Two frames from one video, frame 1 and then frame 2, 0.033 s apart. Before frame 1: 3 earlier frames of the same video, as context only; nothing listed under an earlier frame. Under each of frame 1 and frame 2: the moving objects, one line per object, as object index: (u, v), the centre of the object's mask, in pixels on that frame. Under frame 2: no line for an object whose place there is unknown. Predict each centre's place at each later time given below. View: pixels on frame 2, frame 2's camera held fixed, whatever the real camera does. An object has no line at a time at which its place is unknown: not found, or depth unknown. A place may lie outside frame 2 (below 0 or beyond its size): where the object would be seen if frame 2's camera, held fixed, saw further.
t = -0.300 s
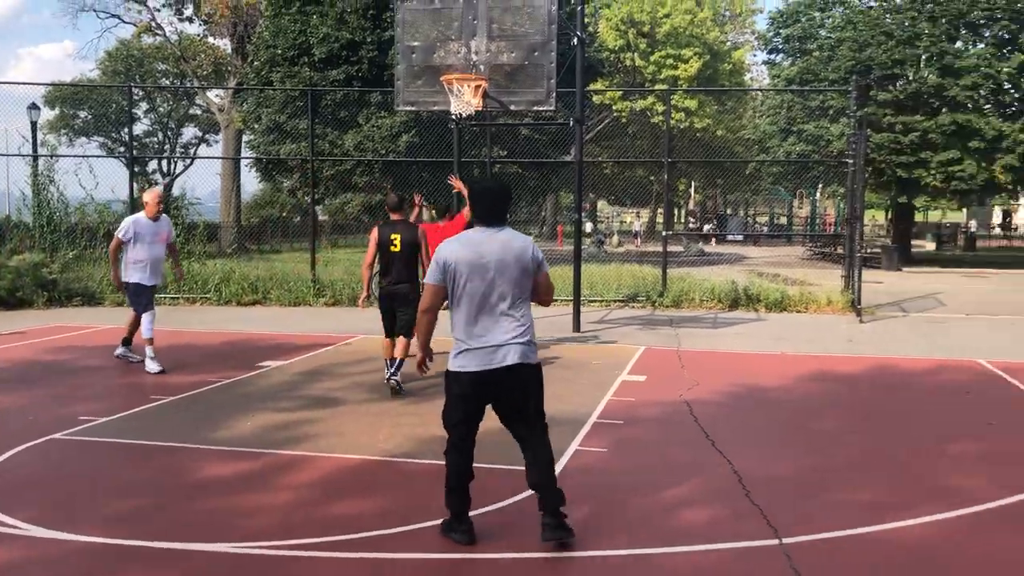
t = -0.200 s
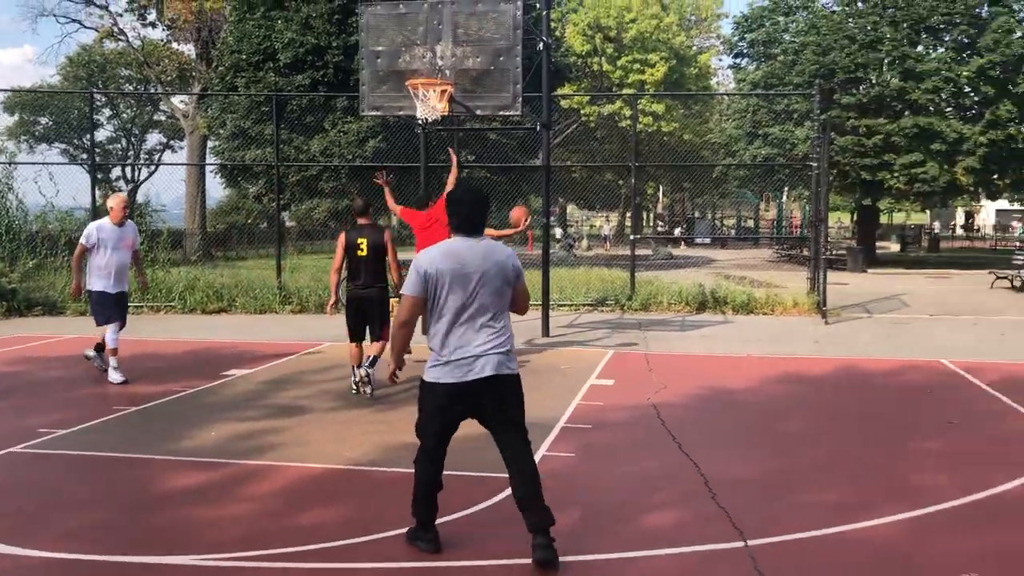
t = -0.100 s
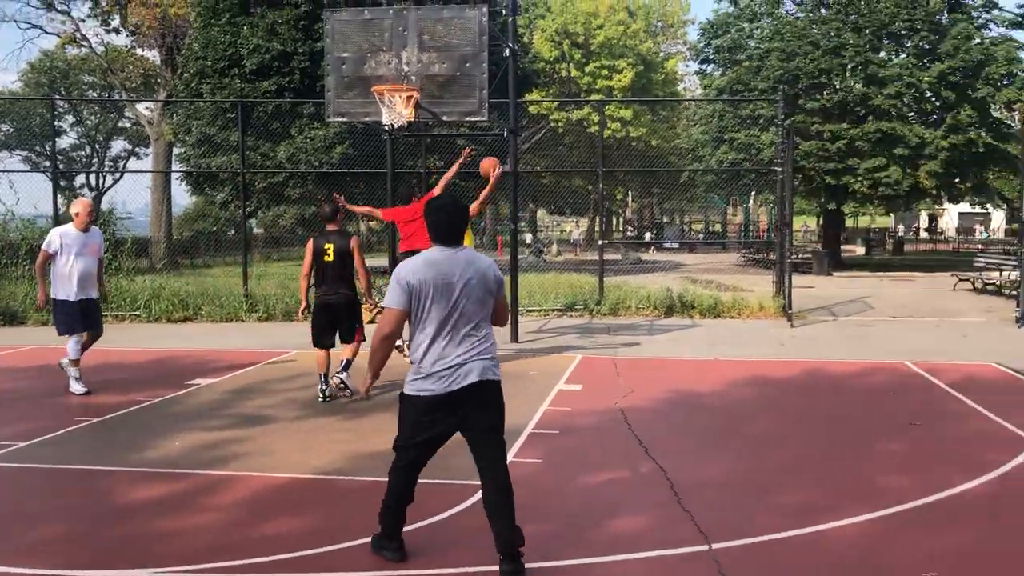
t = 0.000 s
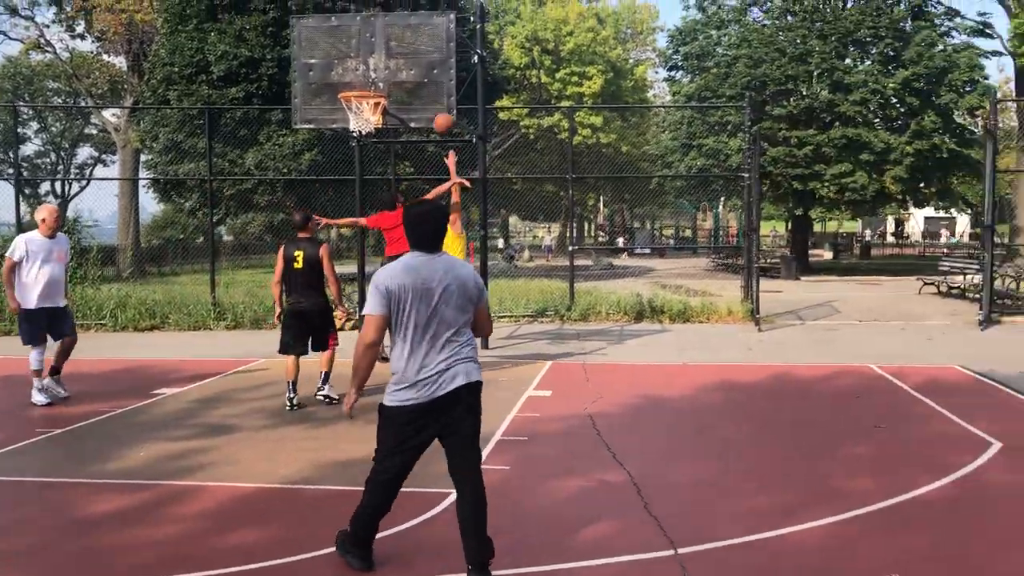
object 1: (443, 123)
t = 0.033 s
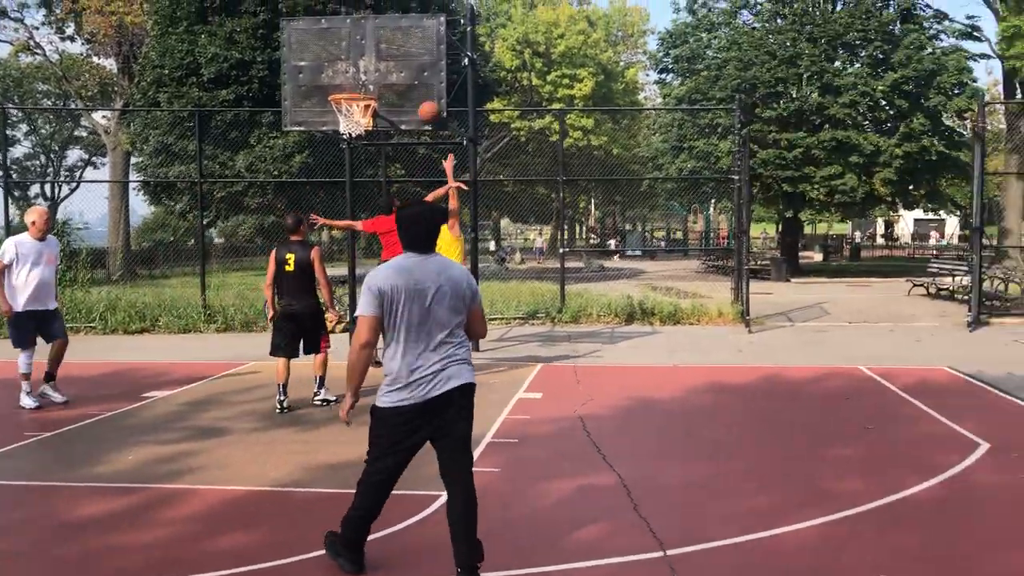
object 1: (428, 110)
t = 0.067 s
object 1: (428, 96)
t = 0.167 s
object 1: (425, 63)
